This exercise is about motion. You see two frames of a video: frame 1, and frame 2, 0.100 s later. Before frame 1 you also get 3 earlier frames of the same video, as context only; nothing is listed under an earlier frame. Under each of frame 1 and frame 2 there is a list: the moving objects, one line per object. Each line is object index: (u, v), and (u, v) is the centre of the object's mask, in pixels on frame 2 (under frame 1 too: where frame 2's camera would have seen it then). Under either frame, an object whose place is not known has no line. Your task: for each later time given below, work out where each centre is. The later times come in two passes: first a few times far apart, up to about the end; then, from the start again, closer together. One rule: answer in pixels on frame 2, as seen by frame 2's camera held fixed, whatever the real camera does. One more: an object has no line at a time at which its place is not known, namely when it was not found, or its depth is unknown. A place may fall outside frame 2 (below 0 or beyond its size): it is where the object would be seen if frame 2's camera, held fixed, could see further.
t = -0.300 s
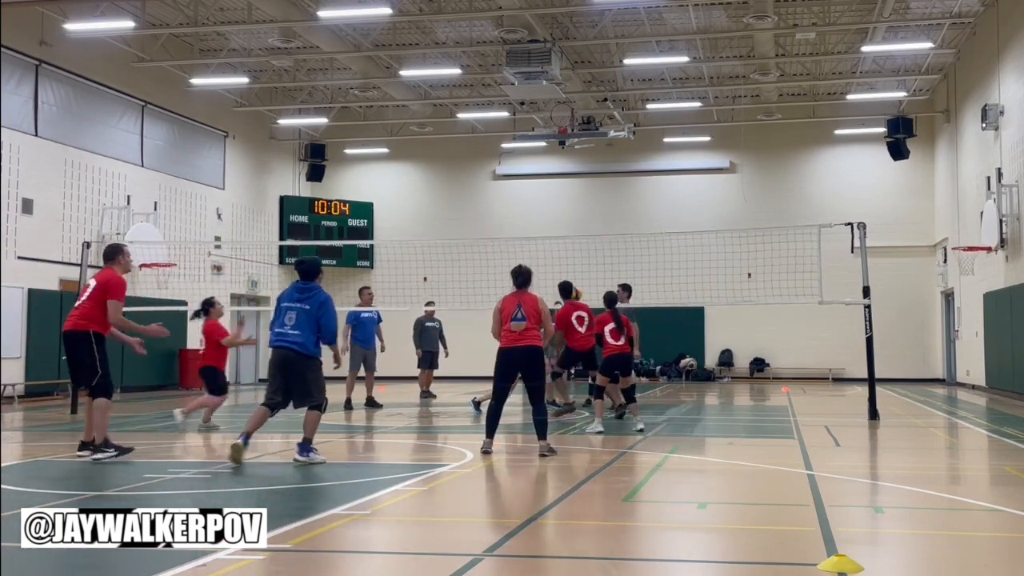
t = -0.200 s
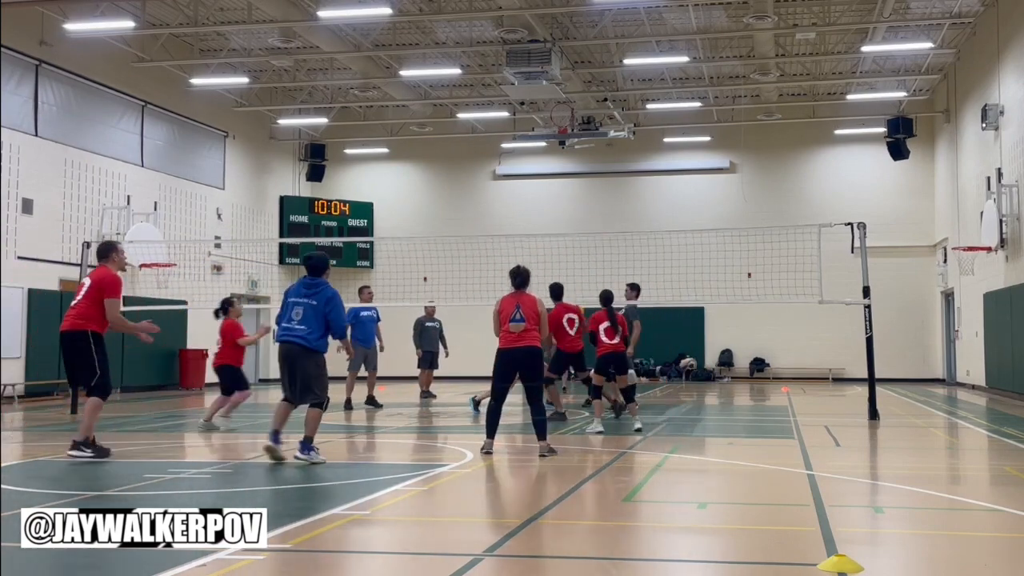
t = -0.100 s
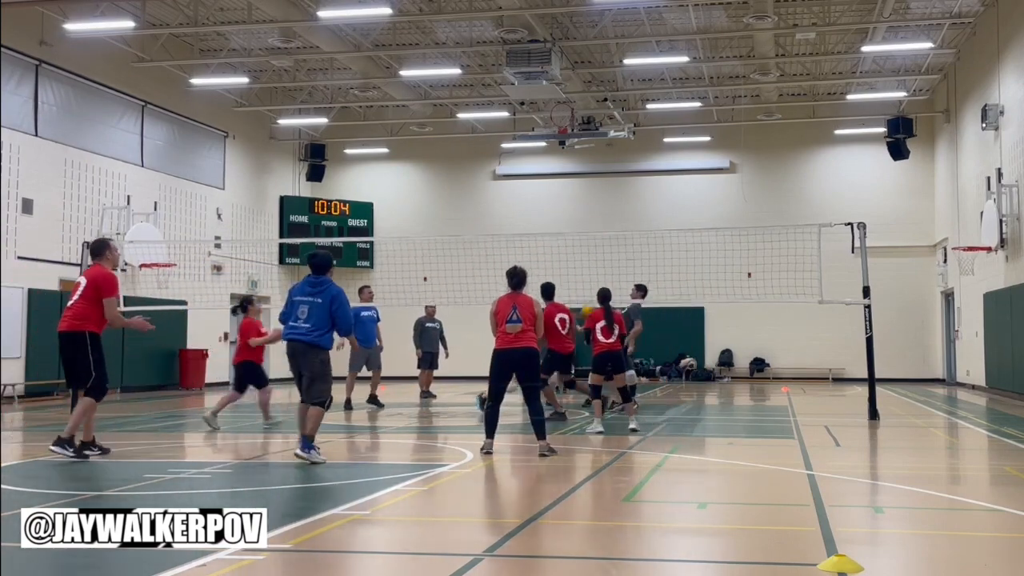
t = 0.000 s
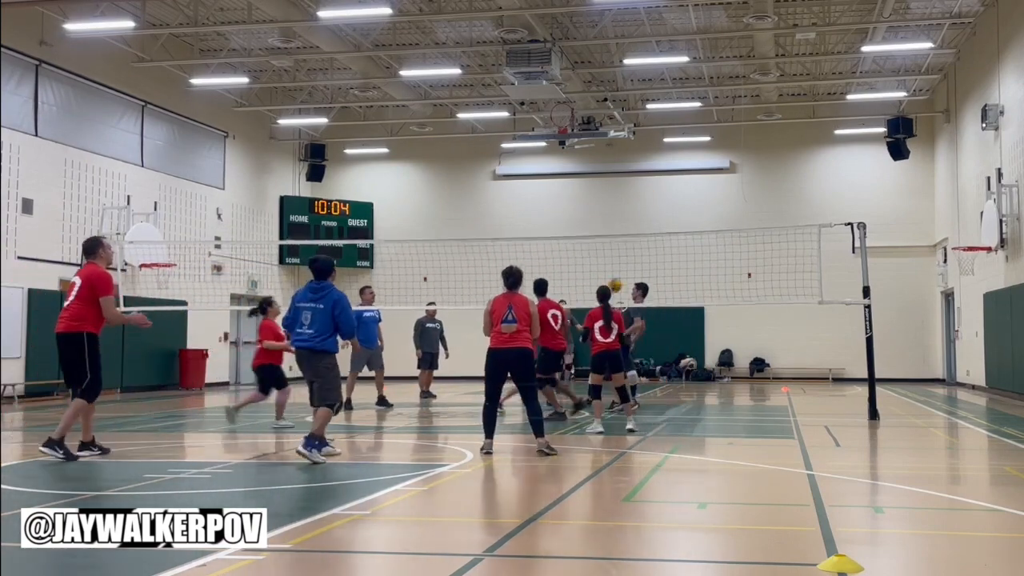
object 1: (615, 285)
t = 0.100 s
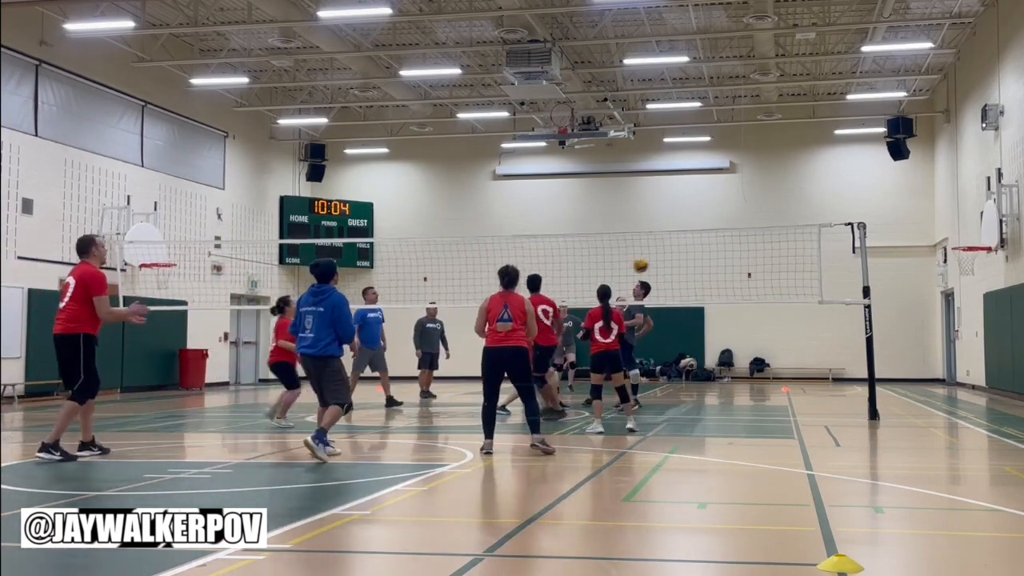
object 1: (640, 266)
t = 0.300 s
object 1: (693, 248)
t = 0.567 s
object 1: (767, 270)
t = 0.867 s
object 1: (829, 330)
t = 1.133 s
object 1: (865, 402)
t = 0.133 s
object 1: (649, 260)
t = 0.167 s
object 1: (658, 256)
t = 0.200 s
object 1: (667, 252)
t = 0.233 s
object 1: (676, 250)
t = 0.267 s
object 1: (685, 249)
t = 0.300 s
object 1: (693, 248)
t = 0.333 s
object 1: (703, 247)
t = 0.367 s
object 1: (712, 248)
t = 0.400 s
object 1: (721, 249)
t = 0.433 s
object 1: (730, 252)
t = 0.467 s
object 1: (739, 255)
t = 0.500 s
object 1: (748, 259)
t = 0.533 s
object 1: (757, 264)
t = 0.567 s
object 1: (767, 270)
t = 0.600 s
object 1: (776, 276)
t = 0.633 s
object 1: (785, 284)
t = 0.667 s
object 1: (794, 292)
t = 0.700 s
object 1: (802, 298)
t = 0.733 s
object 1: (807, 304)
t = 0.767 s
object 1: (812, 309)
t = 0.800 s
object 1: (818, 315)
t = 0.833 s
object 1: (823, 323)
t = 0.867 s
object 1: (829, 330)
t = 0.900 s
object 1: (834, 339)
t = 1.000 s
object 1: (849, 369)
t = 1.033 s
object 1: (855, 380)
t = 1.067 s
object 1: (860, 394)
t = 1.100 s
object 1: (863, 406)
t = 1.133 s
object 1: (865, 402)
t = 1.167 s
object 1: (879, 391)
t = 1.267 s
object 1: (886, 366)
